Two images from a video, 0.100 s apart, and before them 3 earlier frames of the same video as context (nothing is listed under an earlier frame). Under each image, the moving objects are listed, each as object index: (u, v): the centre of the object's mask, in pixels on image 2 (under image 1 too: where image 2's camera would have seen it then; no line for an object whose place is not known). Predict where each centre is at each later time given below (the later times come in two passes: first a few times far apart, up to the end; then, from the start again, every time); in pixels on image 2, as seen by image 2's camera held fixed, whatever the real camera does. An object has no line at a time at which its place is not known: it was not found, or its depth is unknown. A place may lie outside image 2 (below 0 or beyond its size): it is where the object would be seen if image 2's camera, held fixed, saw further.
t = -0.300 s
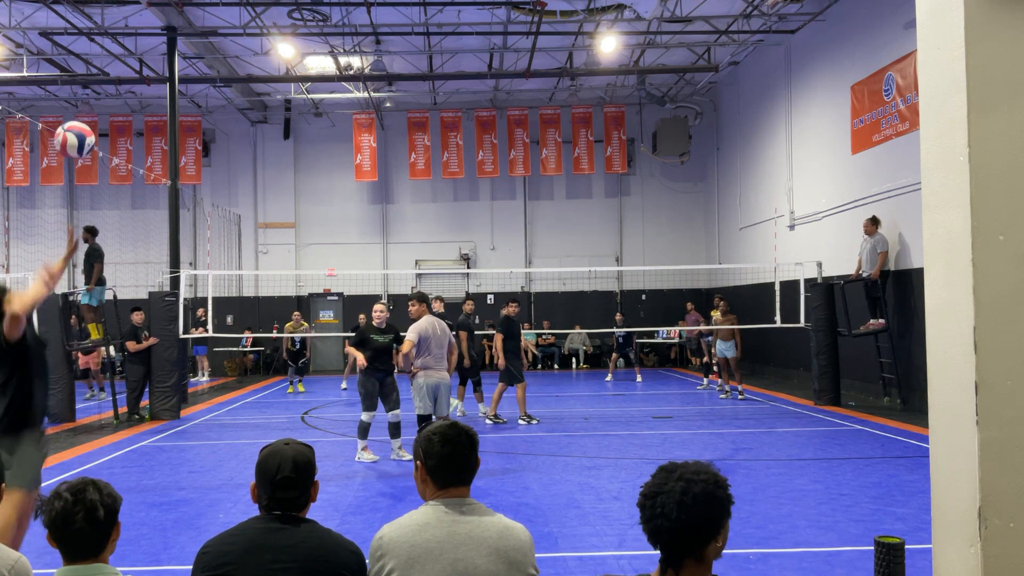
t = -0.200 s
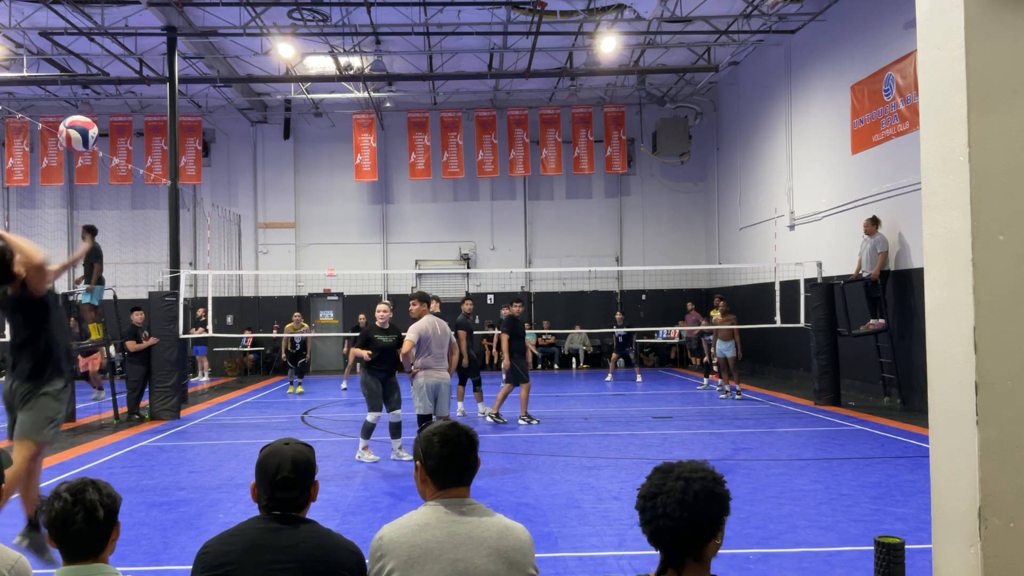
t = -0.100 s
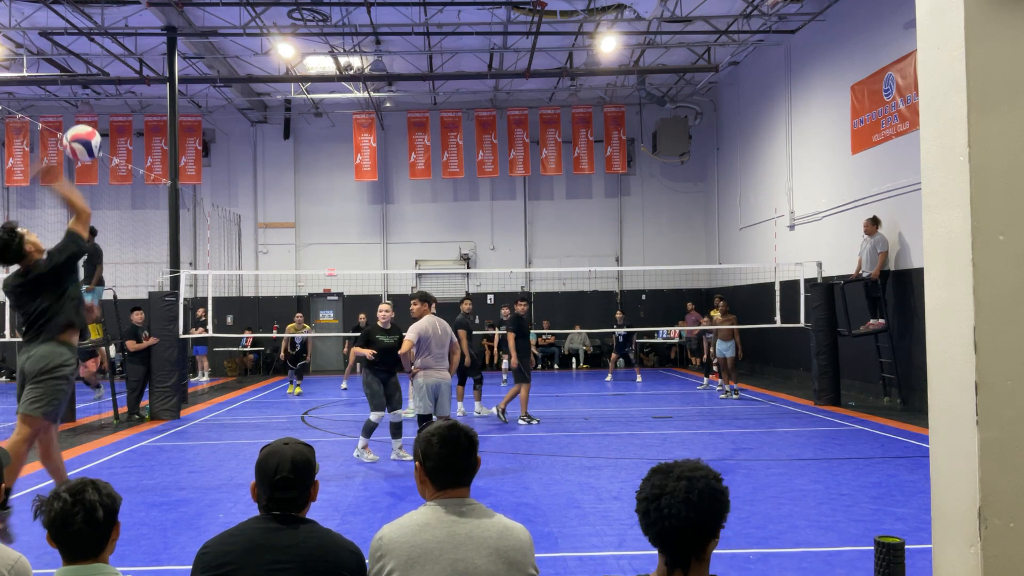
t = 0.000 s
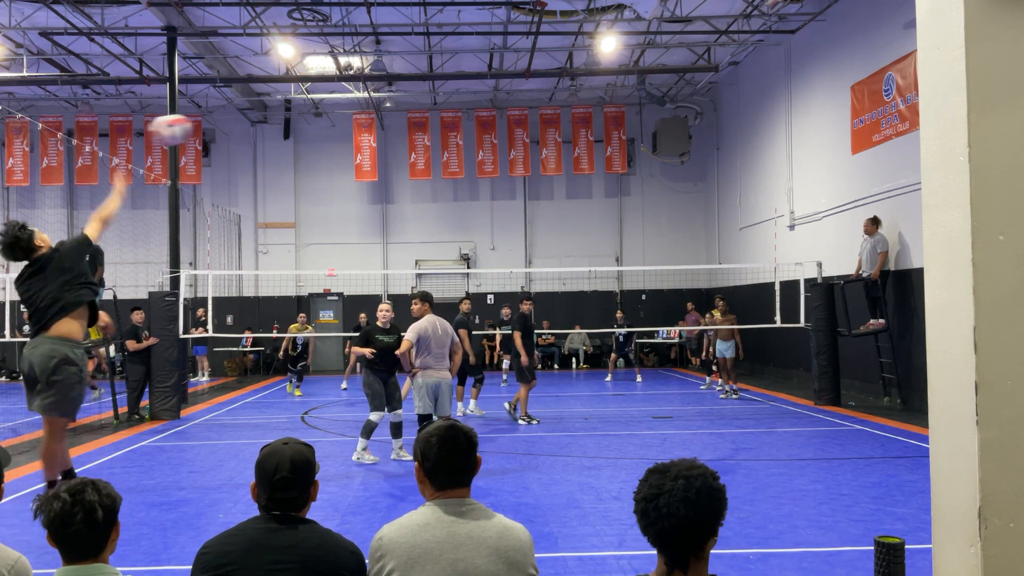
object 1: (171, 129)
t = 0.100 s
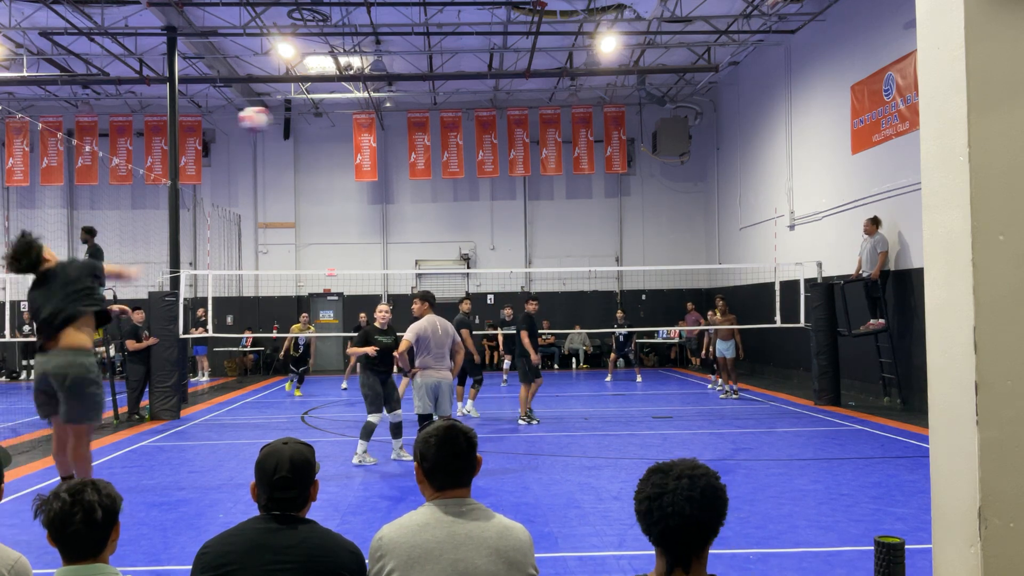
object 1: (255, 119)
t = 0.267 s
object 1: (344, 128)
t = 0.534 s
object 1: (427, 184)
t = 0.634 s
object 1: (450, 208)
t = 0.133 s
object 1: (276, 118)
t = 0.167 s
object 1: (295, 119)
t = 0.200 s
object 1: (313, 120)
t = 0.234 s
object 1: (330, 123)
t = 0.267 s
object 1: (344, 128)
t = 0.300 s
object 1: (358, 133)
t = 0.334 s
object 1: (370, 139)
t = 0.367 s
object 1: (382, 145)
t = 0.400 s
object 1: (391, 152)
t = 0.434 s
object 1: (401, 160)
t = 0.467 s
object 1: (410, 168)
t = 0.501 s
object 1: (419, 176)
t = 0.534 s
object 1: (427, 184)
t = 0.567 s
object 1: (435, 191)
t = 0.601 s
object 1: (443, 200)
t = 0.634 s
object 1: (450, 208)
